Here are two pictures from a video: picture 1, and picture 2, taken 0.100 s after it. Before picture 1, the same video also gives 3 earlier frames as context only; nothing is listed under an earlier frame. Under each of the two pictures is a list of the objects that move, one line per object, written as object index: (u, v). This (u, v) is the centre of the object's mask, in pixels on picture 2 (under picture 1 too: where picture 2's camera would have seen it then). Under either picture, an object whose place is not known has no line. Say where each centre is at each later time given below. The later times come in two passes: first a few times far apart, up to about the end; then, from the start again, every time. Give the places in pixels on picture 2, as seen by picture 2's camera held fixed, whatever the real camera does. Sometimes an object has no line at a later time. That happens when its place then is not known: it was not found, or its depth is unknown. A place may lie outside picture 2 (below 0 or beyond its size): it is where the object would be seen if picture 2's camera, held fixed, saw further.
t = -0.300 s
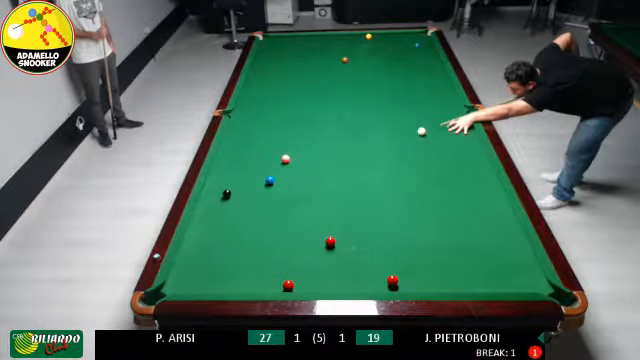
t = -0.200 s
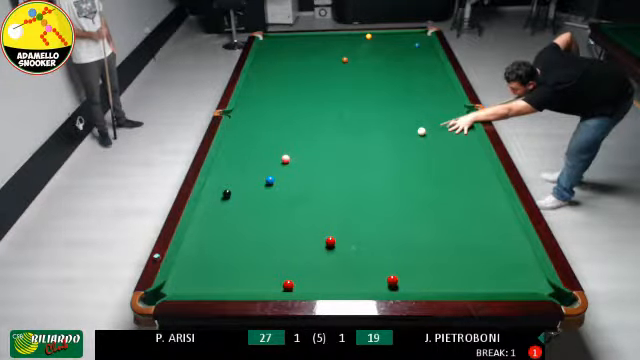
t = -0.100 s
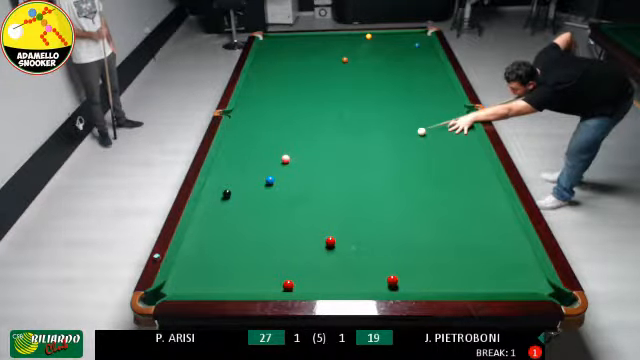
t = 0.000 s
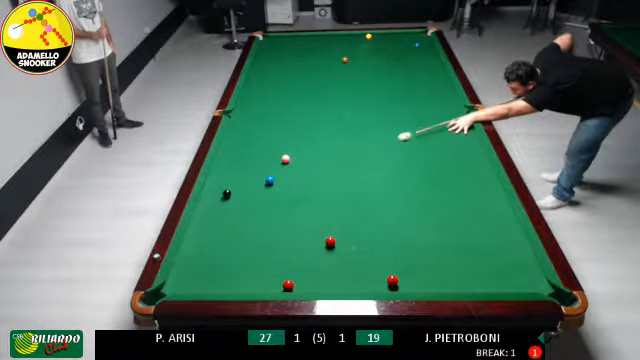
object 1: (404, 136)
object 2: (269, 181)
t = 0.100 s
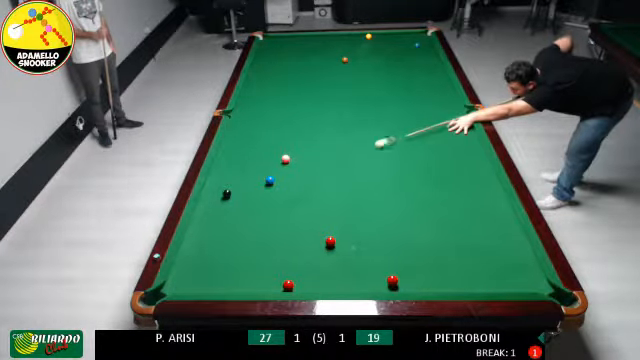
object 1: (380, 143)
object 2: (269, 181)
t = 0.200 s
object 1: (358, 150)
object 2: (269, 181)
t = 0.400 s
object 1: (311, 163)
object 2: (269, 181)
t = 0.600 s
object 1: (265, 173)
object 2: (264, 187)
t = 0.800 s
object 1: (230, 172)
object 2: (248, 204)
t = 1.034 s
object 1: (229, 170)
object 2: (230, 224)
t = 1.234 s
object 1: (252, 168)
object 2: (213, 242)
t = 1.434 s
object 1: (273, 166)
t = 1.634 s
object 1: (295, 163)
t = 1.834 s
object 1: (315, 161)
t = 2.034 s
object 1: (335, 159)
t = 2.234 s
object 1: (354, 157)
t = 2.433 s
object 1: (372, 156)
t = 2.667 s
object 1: (392, 154)
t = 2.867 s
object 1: (409, 153)
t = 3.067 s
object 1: (424, 151)
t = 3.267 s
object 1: (440, 150)
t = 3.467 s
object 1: (454, 149)
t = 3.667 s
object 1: (469, 148)
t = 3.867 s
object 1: (477, 147)
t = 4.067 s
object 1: (469, 146)
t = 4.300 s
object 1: (459, 145)
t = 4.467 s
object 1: (452, 145)
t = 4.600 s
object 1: (448, 144)
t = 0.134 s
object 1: (374, 145)
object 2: (269, 181)
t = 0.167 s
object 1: (366, 147)
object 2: (269, 181)
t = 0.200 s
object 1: (358, 150)
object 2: (269, 181)
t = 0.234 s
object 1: (350, 152)
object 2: (269, 181)
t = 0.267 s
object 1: (343, 154)
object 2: (269, 181)
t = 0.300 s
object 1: (335, 156)
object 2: (269, 181)
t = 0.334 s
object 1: (327, 159)
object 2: (269, 181)
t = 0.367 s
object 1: (319, 161)
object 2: (269, 181)
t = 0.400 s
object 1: (311, 163)
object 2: (269, 181)
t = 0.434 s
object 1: (302, 166)
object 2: (269, 181)
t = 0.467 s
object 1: (294, 169)
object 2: (269, 181)
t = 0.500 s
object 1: (286, 171)
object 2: (269, 181)
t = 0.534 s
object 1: (278, 173)
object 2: (269, 181)
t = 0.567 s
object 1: (270, 174)
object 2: (267, 183)
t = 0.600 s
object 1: (265, 173)
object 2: (264, 187)
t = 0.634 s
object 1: (260, 173)
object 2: (260, 190)
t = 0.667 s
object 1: (254, 173)
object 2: (258, 194)
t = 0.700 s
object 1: (248, 173)
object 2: (255, 196)
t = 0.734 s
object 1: (242, 172)
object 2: (253, 198)
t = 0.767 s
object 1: (236, 172)
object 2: (250, 201)
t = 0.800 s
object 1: (230, 172)
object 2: (248, 204)
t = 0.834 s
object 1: (225, 172)
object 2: (246, 206)
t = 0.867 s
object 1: (219, 171)
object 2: (243, 209)
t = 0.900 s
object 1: (213, 171)
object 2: (240, 213)
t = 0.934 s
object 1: (215, 171)
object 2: (238, 215)
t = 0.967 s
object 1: (220, 171)
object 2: (236, 218)
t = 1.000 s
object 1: (225, 170)
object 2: (233, 221)
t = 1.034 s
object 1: (229, 170)
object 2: (230, 224)
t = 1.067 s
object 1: (233, 170)
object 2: (227, 227)
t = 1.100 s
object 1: (237, 169)
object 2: (224, 229)
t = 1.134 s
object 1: (240, 169)
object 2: (222, 232)
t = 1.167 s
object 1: (244, 169)
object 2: (219, 235)
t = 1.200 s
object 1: (248, 168)
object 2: (216, 238)
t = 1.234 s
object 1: (252, 168)
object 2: (213, 242)
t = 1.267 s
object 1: (255, 167)
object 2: (211, 245)
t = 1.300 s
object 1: (260, 167)
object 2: (208, 248)
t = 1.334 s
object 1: (263, 167)
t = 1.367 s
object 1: (266, 166)
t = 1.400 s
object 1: (270, 166)
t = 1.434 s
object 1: (273, 166)
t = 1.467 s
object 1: (277, 165)
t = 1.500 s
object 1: (281, 165)
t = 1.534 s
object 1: (284, 165)
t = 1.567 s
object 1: (288, 164)
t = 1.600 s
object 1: (291, 164)
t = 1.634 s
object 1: (295, 163)
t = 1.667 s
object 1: (299, 163)
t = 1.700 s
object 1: (302, 163)
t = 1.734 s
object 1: (305, 163)
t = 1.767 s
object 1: (309, 162)
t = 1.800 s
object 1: (312, 162)
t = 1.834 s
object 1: (315, 161)
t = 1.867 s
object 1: (319, 161)
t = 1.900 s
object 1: (322, 161)
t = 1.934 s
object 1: (326, 161)
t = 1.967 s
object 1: (329, 160)
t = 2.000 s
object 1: (332, 160)
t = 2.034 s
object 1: (335, 159)
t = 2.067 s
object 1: (338, 159)
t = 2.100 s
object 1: (341, 159)
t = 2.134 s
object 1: (345, 159)
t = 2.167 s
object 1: (348, 158)
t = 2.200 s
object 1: (351, 158)
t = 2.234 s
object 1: (354, 157)
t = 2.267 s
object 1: (357, 157)
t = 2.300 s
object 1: (360, 157)
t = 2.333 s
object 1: (363, 157)
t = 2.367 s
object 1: (366, 157)
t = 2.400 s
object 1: (369, 156)
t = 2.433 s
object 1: (372, 156)
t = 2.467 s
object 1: (375, 156)
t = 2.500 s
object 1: (378, 155)
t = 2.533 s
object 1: (381, 155)
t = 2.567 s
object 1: (384, 155)
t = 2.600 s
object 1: (387, 155)
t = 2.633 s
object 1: (390, 154)
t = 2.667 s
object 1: (392, 154)
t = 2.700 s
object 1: (395, 154)
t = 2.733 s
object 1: (398, 153)
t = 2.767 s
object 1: (401, 153)
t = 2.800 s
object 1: (403, 153)
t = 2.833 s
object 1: (406, 153)
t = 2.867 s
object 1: (409, 153)
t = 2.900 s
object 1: (412, 152)
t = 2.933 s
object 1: (414, 152)
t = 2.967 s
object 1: (417, 152)
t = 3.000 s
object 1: (419, 152)
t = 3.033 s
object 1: (422, 152)
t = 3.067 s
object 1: (424, 151)
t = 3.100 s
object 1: (427, 151)
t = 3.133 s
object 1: (430, 151)
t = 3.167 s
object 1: (432, 151)
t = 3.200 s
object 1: (435, 151)
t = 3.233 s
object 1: (438, 150)
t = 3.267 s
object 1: (440, 150)
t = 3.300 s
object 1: (442, 150)
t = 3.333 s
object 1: (445, 149)
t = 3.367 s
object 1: (447, 150)
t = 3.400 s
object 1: (450, 149)
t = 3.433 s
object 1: (452, 149)
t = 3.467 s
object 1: (454, 149)
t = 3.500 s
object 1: (457, 149)
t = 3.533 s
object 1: (459, 148)
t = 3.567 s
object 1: (462, 148)
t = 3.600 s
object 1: (464, 148)
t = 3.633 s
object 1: (466, 148)
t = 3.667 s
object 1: (469, 148)
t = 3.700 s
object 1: (471, 147)
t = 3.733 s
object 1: (473, 147)
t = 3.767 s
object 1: (475, 147)
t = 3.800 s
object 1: (477, 147)
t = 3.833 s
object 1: (477, 147)
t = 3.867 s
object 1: (477, 147)
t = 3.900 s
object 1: (477, 146)
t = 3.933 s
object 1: (475, 146)
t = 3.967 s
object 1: (474, 146)
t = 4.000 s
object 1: (472, 146)
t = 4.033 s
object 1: (471, 146)
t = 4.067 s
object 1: (469, 146)
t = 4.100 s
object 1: (468, 146)
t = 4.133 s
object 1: (466, 146)
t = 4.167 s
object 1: (465, 146)
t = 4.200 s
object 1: (464, 145)
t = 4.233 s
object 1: (462, 145)
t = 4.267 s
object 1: (461, 145)
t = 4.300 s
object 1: (459, 145)
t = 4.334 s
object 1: (457, 145)
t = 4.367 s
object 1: (456, 145)
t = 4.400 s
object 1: (454, 145)
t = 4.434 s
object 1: (453, 145)
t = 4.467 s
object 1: (452, 145)
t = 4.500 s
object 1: (452, 144)
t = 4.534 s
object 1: (450, 144)
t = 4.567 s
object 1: (449, 144)
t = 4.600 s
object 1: (448, 144)
